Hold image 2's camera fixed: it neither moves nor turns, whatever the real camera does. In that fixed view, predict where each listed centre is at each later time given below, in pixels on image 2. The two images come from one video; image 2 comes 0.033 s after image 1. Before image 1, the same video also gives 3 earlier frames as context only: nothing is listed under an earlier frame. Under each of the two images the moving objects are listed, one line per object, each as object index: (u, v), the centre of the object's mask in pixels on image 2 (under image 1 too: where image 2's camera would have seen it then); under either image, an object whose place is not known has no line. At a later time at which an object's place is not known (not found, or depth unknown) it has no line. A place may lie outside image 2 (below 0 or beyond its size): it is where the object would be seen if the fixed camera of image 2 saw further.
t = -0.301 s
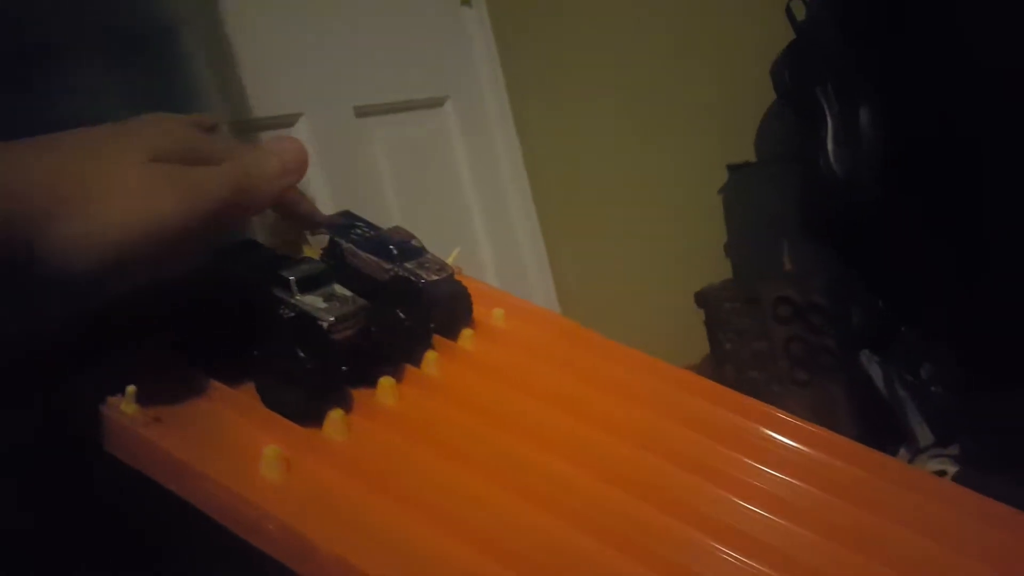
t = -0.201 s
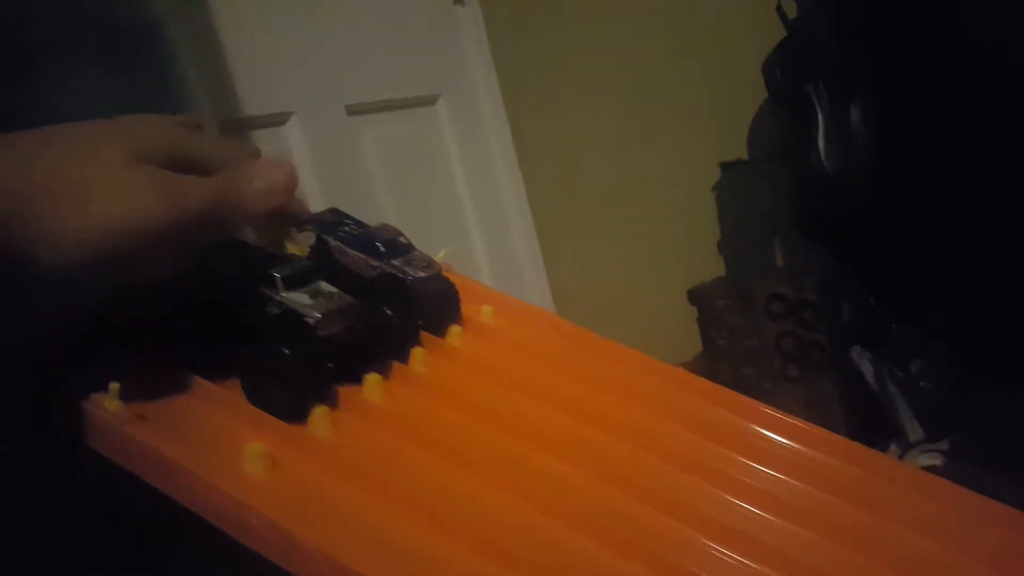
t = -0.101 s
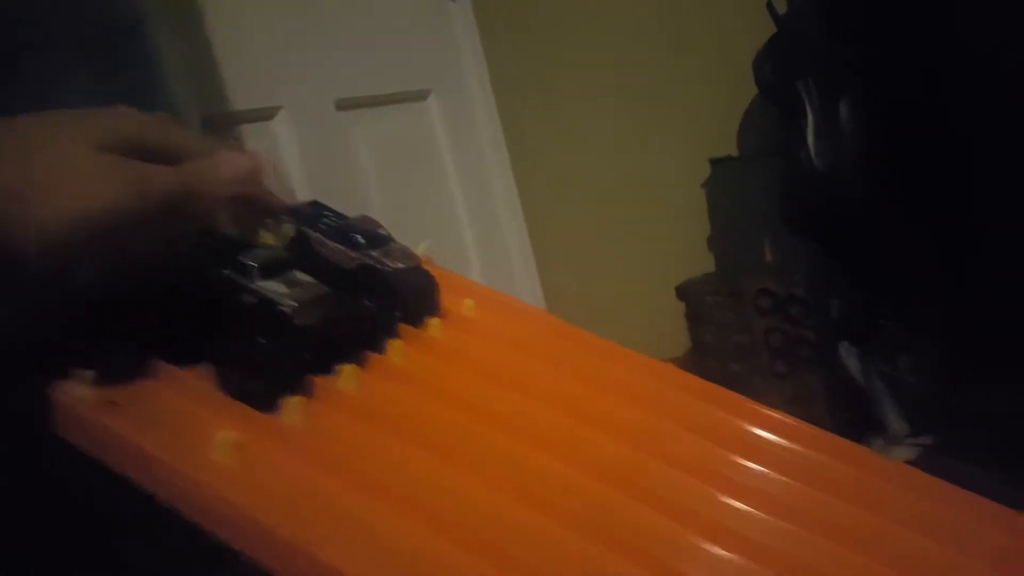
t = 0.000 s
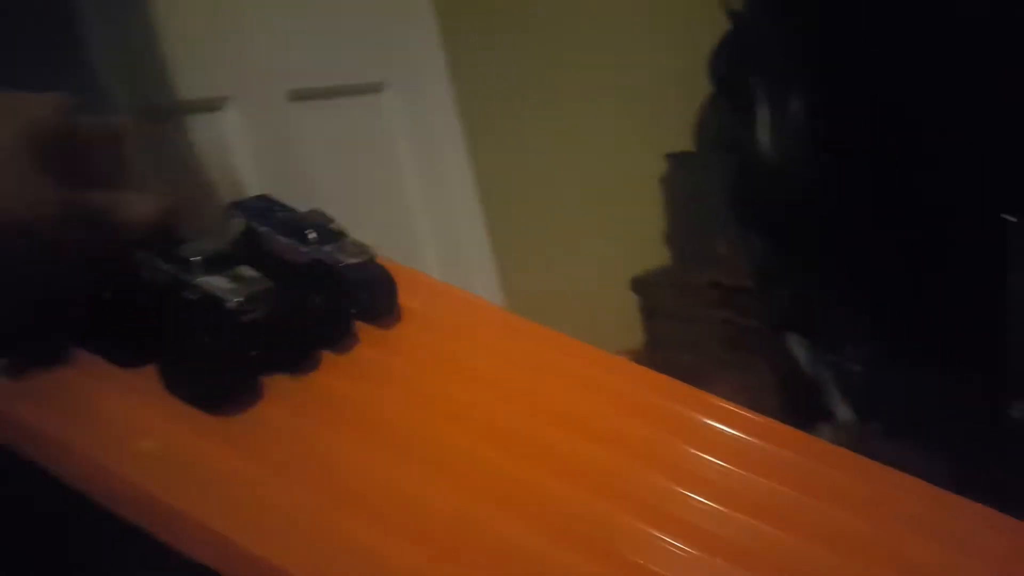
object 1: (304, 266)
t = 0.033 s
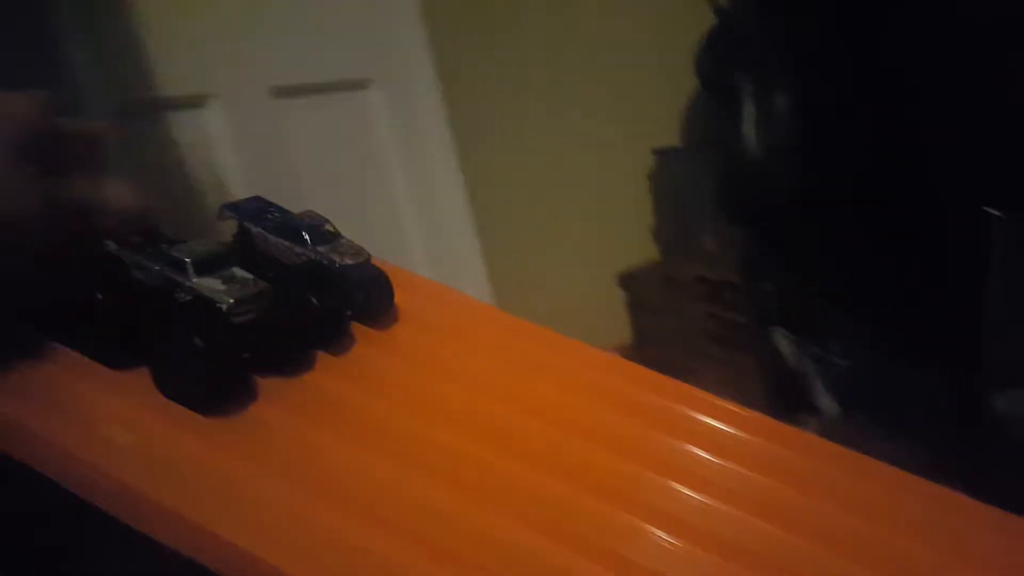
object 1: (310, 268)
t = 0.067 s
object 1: (322, 273)
